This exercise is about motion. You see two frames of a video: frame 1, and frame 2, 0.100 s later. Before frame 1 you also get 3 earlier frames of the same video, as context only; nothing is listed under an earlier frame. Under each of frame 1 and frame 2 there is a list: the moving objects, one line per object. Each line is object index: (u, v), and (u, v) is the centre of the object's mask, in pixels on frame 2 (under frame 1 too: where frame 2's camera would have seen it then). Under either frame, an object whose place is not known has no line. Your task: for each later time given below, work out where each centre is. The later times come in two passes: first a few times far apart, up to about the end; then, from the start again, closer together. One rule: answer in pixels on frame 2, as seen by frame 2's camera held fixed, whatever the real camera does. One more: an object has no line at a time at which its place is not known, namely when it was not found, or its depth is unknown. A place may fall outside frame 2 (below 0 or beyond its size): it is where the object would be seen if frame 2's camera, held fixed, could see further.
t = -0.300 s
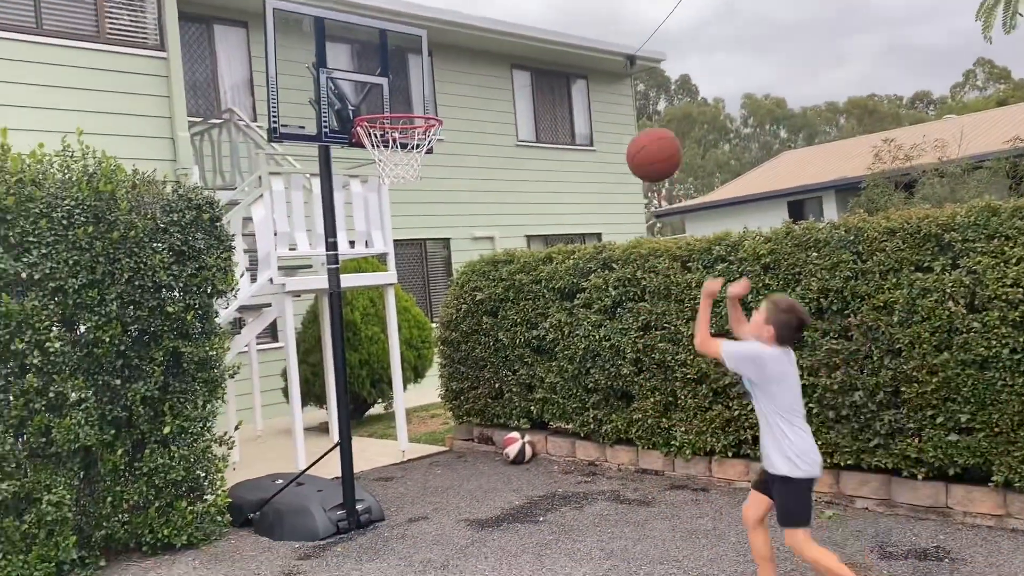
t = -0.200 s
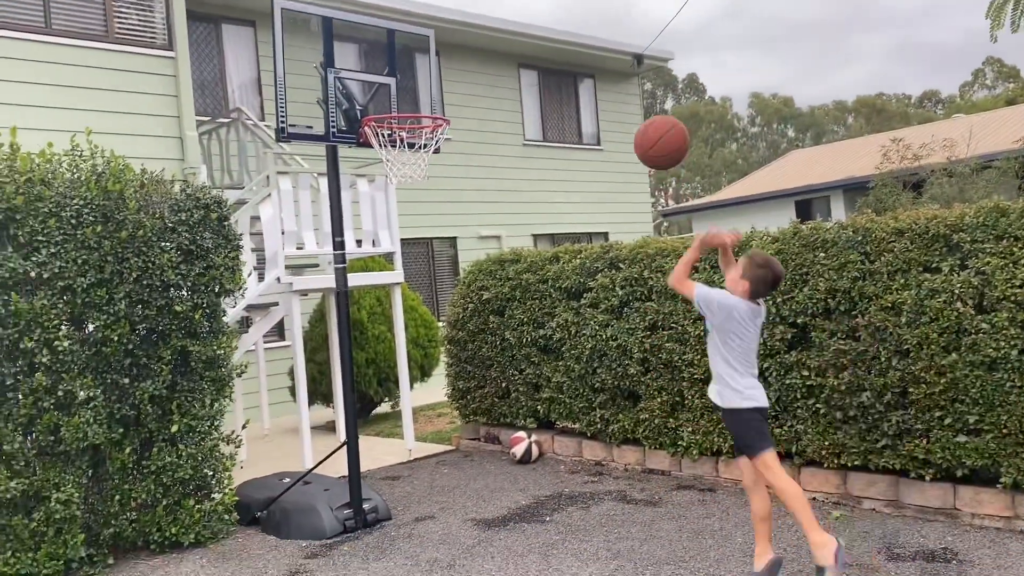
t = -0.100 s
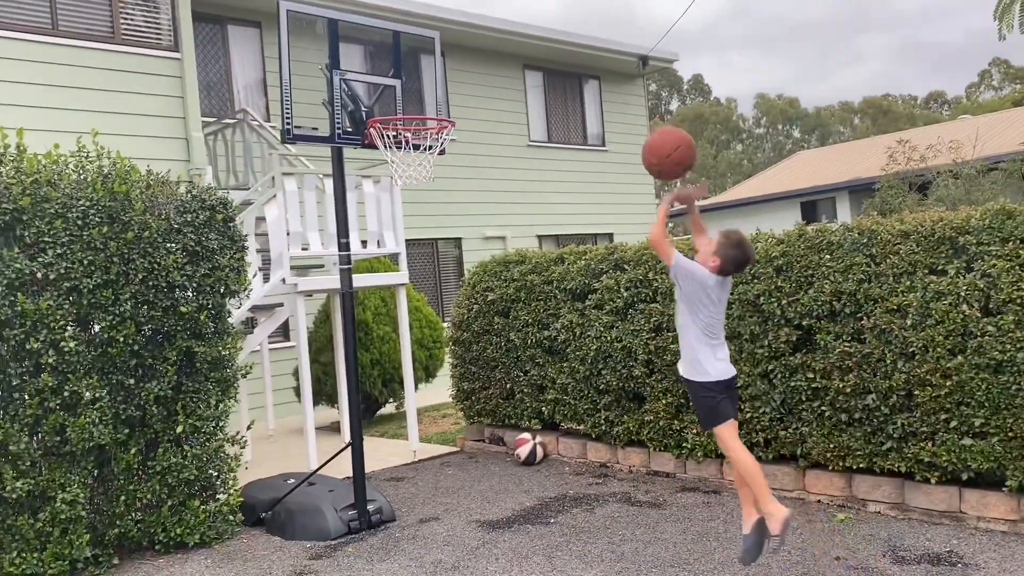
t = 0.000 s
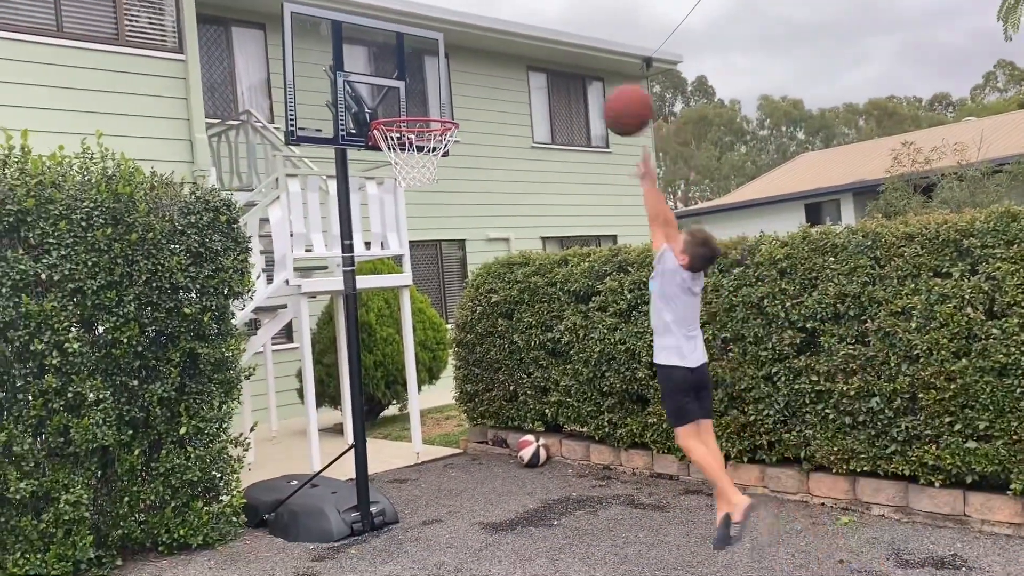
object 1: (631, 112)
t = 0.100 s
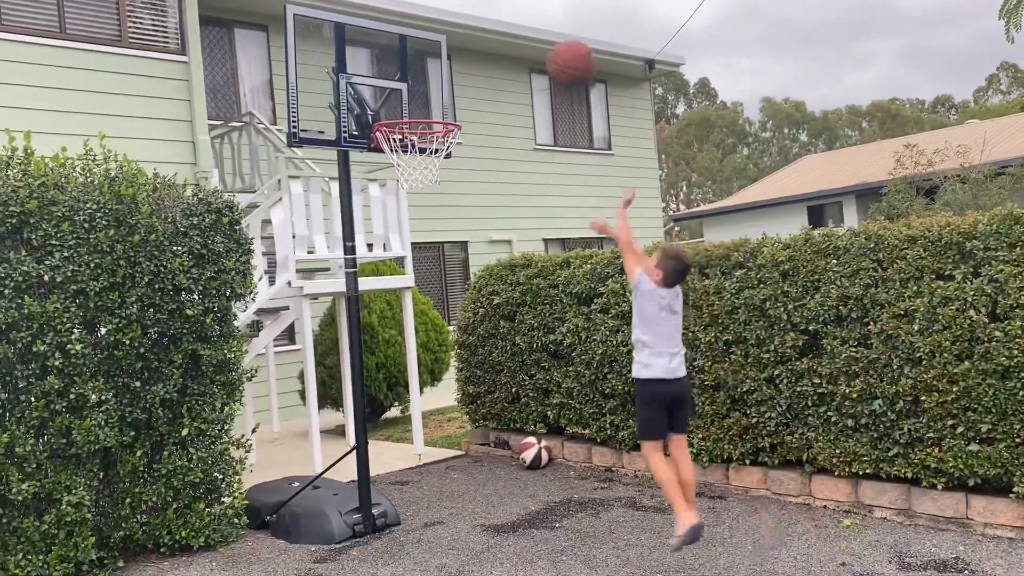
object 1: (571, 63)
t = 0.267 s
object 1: (488, 35)
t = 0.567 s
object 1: (406, 91)
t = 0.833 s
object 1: (423, 176)
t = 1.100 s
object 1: (385, 295)
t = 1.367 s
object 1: (358, 539)
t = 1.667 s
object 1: (300, 341)
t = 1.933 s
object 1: (259, 285)
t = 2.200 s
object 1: (230, 348)
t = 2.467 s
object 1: (215, 516)
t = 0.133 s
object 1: (553, 53)
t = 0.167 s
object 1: (536, 46)
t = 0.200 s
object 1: (519, 40)
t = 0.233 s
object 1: (503, 36)
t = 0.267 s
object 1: (488, 35)
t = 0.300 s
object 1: (473, 35)
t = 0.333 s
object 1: (459, 38)
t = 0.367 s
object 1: (445, 42)
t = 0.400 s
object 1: (433, 49)
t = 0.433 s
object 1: (420, 57)
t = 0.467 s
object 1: (408, 66)
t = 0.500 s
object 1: (397, 77)
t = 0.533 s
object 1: (399, 84)
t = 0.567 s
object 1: (406, 91)
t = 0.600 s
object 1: (414, 100)
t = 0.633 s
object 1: (424, 108)
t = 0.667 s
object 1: (430, 124)
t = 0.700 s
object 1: (436, 140)
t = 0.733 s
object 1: (436, 152)
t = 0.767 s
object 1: (433, 162)
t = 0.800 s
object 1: (428, 170)
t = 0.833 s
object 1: (423, 176)
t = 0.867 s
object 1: (418, 189)
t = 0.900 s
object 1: (412, 194)
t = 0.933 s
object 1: (407, 206)
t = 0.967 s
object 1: (403, 220)
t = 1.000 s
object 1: (398, 236)
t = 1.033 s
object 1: (394, 254)
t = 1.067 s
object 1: (389, 273)
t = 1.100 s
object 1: (385, 295)
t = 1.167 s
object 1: (377, 344)
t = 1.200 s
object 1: (374, 371)
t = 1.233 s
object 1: (370, 400)
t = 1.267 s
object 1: (367, 431)
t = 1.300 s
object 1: (364, 465)
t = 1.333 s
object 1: (361, 501)
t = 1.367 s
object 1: (358, 539)
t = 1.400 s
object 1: (352, 525)
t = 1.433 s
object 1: (346, 495)
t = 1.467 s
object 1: (338, 467)
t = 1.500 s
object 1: (331, 440)
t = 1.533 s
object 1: (325, 417)
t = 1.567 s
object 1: (318, 394)
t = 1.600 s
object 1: (312, 375)
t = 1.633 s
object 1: (306, 357)
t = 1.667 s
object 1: (300, 341)
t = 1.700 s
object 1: (294, 327)
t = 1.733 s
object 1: (289, 316)
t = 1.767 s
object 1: (283, 306)
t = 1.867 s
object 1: (269, 288)
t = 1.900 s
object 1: (264, 286)
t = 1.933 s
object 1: (259, 285)
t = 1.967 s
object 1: (256, 287)
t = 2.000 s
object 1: (251, 290)
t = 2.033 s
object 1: (247, 295)
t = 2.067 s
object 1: (242, 302)
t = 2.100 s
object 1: (239, 311)
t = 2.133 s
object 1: (236, 322)
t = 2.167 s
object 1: (232, 334)
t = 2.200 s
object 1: (230, 348)
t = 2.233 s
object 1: (227, 364)
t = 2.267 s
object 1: (224, 381)
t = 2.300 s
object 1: (222, 402)
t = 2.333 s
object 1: (220, 421)
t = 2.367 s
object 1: (218, 443)
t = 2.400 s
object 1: (217, 466)
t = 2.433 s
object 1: (215, 489)
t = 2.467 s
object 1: (215, 516)
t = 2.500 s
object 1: (214, 534)
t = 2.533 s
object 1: (212, 515)
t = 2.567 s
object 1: (210, 498)
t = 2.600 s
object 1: (209, 484)
